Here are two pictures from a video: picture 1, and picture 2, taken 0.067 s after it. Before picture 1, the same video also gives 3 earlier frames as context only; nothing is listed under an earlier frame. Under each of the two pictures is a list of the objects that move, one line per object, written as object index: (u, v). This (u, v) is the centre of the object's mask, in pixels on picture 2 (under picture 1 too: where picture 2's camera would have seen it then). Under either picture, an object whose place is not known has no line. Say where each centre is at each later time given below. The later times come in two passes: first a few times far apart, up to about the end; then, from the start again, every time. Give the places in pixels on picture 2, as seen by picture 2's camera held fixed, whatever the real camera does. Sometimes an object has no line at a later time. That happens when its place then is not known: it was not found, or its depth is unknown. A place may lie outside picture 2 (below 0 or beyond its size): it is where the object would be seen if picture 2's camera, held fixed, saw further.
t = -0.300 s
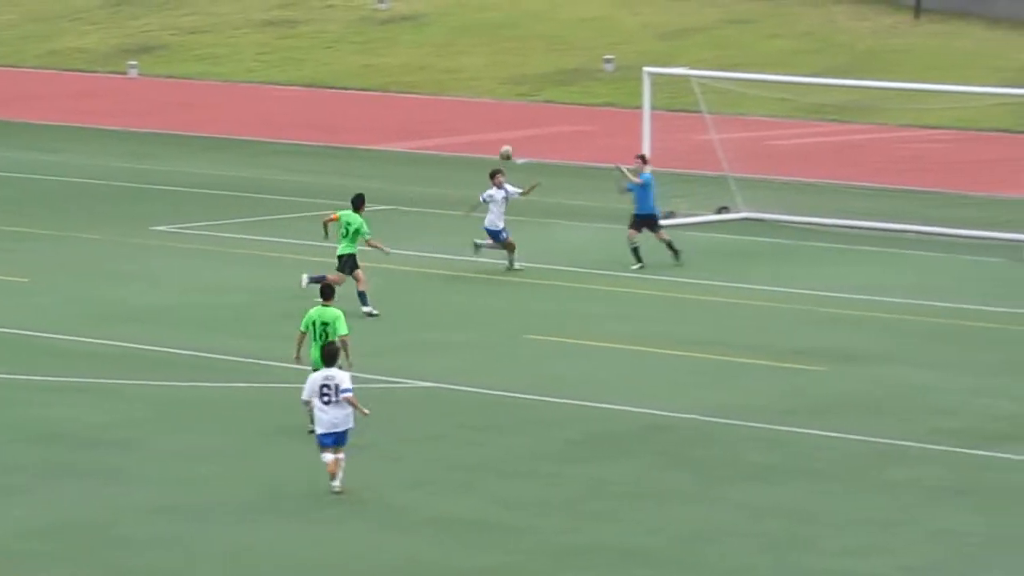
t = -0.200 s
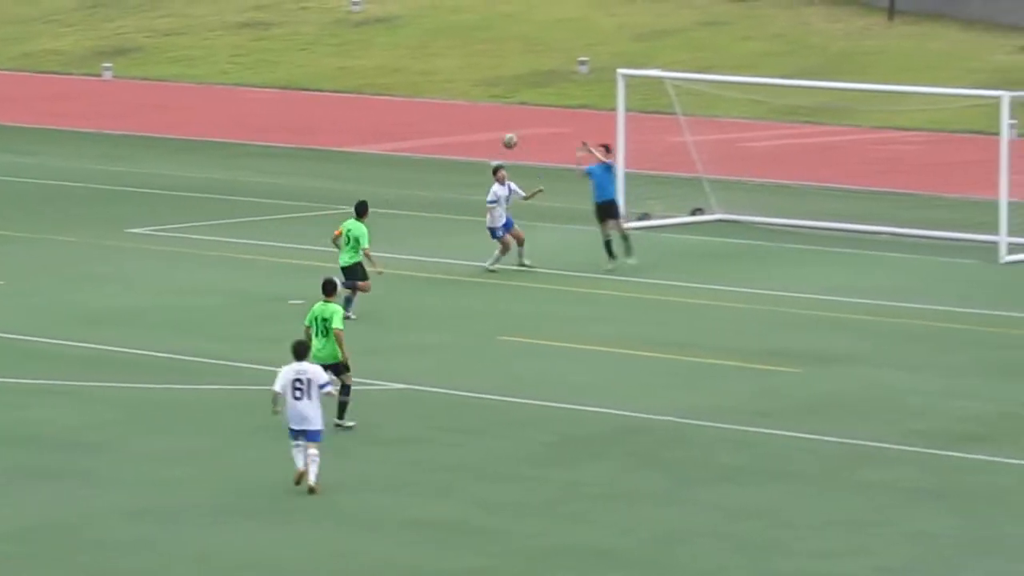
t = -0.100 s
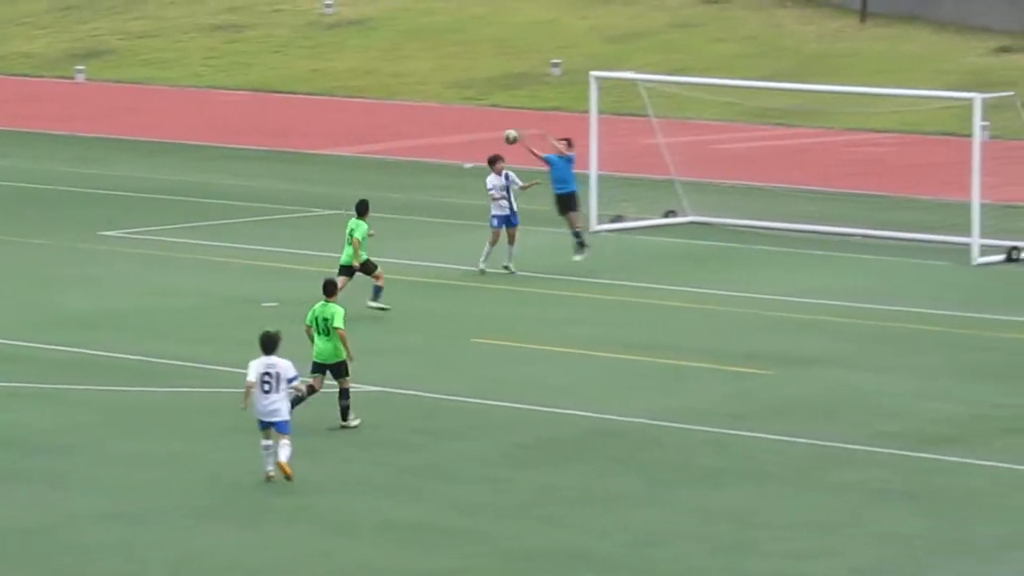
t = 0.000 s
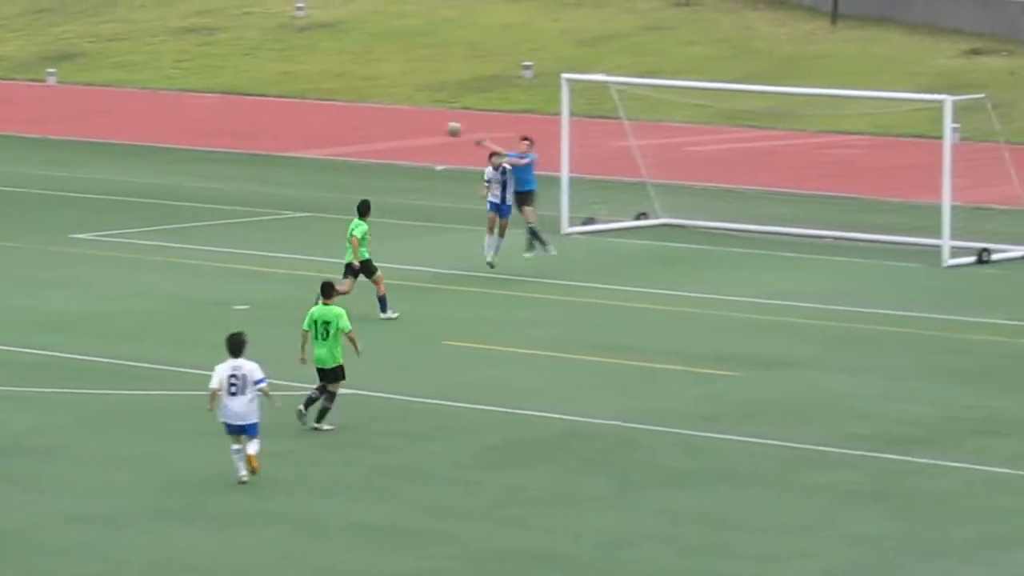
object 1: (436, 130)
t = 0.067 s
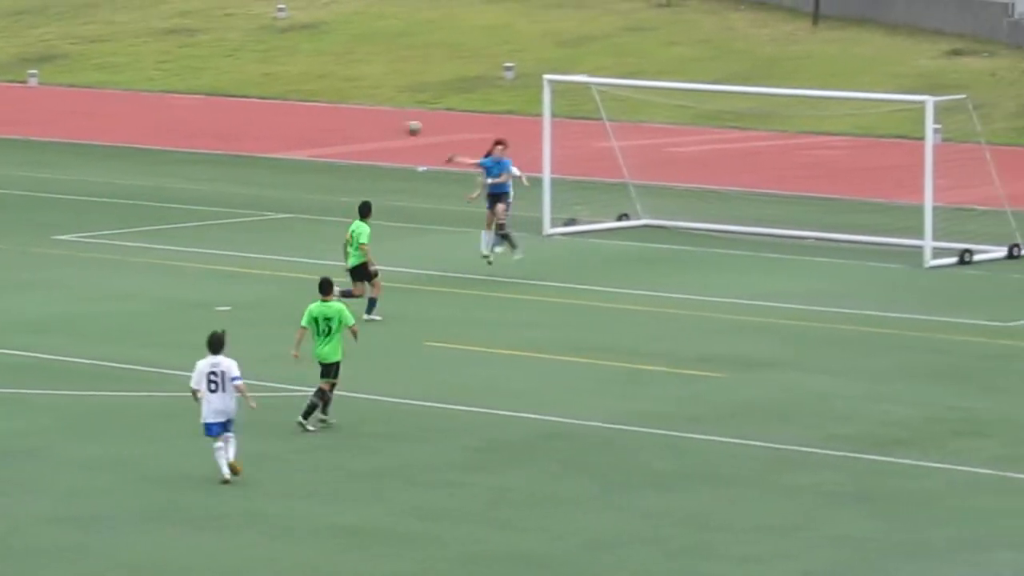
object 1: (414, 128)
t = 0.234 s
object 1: (356, 135)
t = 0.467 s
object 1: (277, 177)
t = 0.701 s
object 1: (201, 255)
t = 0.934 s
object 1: (156, 238)
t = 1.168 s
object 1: (127, 204)
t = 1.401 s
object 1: (98, 206)
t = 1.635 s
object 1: (69, 244)
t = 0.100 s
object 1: (401, 128)
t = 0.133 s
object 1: (390, 128)
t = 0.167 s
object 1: (379, 130)
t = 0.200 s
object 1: (367, 132)
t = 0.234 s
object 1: (356, 135)
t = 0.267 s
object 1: (345, 139)
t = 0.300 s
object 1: (334, 143)
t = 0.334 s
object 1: (322, 148)
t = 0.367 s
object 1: (312, 154)
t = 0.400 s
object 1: (301, 161)
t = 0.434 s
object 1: (289, 167)
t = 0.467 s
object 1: (277, 177)
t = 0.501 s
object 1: (267, 185)
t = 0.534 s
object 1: (256, 195)
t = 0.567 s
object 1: (245, 205)
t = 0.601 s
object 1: (233, 217)
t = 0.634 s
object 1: (224, 228)
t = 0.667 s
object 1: (211, 241)
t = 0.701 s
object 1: (201, 255)
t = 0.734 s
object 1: (190, 269)
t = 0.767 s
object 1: (179, 285)
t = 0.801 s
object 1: (174, 276)
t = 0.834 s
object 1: (169, 266)
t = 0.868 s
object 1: (165, 256)
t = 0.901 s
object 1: (161, 247)
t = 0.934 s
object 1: (156, 238)
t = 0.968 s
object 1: (153, 231)
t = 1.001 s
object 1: (148, 225)
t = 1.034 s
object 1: (144, 219)
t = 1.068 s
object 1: (139, 214)
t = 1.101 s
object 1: (136, 210)
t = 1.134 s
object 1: (131, 207)
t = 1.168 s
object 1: (127, 204)
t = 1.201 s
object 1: (123, 202)
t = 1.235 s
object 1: (118, 200)
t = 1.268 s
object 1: (114, 200)
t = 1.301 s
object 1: (110, 200)
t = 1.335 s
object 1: (106, 201)
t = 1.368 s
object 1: (102, 203)
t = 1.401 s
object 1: (98, 206)
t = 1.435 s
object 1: (93, 208)
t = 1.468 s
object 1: (89, 212)
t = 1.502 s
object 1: (85, 218)
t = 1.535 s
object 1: (81, 223)
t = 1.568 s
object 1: (77, 230)
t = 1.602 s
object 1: (73, 237)
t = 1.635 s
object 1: (69, 244)
